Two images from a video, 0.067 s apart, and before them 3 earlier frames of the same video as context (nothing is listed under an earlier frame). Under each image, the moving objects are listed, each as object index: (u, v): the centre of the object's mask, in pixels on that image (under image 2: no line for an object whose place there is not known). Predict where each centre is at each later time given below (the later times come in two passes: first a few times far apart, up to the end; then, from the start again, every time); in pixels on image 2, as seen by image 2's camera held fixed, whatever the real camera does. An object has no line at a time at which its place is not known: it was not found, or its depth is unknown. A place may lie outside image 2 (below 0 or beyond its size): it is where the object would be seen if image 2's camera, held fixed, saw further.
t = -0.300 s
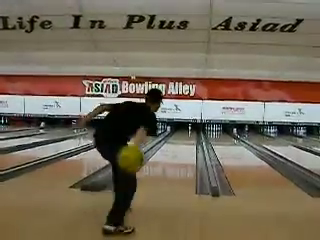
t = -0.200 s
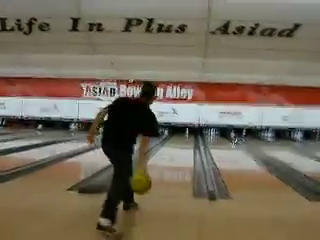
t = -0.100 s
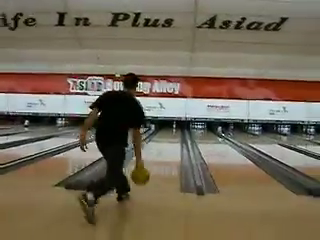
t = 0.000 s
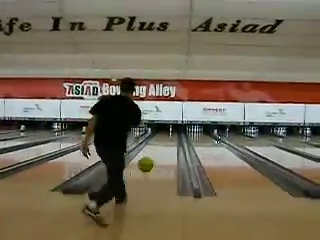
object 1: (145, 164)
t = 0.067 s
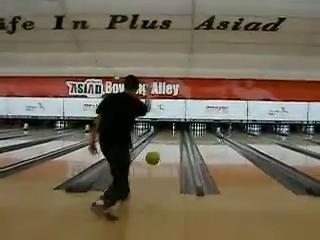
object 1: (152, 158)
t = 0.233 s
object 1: (159, 159)
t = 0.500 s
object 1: (165, 151)
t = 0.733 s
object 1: (169, 146)
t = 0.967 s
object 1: (174, 142)
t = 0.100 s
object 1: (154, 157)
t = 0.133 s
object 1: (155, 156)
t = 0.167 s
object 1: (157, 157)
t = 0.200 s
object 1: (158, 158)
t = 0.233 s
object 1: (159, 159)
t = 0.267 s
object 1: (160, 161)
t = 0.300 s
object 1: (161, 159)
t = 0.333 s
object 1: (162, 158)
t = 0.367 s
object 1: (163, 157)
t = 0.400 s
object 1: (163, 155)
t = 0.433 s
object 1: (164, 154)
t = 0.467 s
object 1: (165, 152)
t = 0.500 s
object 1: (165, 151)
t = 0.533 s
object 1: (166, 149)
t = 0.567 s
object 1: (167, 148)
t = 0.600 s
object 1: (167, 148)
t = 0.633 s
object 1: (167, 147)
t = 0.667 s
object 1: (167, 147)
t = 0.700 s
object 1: (168, 147)
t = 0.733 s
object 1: (169, 146)
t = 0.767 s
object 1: (169, 146)
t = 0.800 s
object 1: (170, 145)
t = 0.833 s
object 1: (170, 145)
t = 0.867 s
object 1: (171, 144)
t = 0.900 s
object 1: (171, 143)
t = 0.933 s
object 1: (173, 143)
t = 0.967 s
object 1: (174, 142)
